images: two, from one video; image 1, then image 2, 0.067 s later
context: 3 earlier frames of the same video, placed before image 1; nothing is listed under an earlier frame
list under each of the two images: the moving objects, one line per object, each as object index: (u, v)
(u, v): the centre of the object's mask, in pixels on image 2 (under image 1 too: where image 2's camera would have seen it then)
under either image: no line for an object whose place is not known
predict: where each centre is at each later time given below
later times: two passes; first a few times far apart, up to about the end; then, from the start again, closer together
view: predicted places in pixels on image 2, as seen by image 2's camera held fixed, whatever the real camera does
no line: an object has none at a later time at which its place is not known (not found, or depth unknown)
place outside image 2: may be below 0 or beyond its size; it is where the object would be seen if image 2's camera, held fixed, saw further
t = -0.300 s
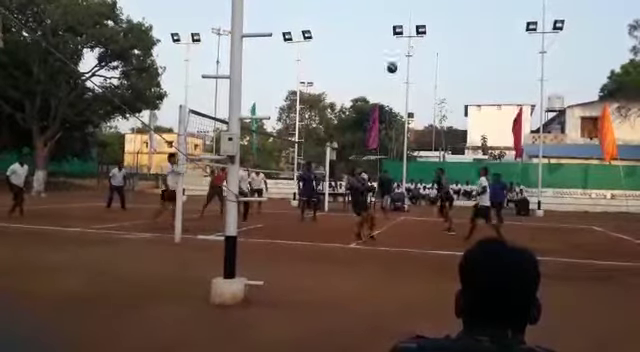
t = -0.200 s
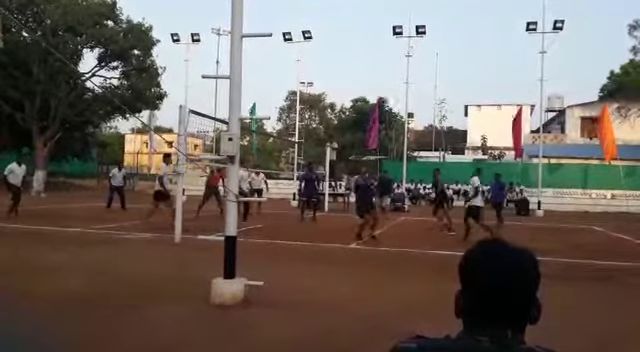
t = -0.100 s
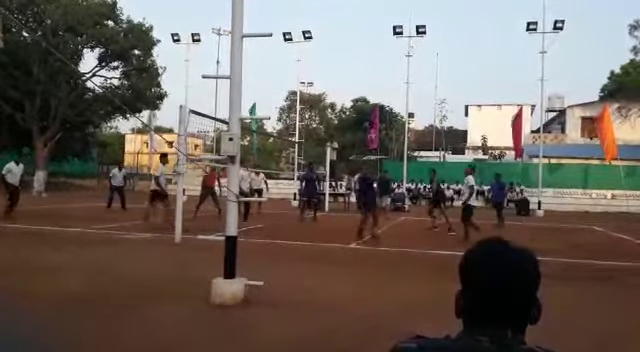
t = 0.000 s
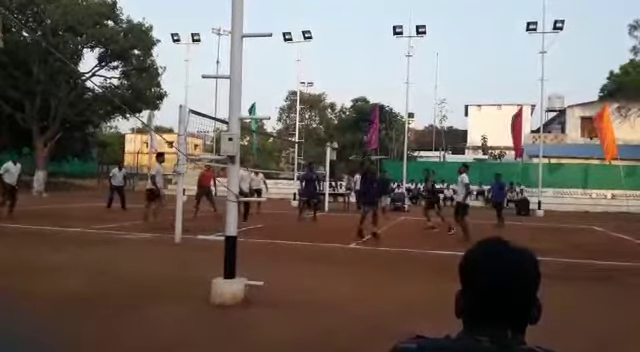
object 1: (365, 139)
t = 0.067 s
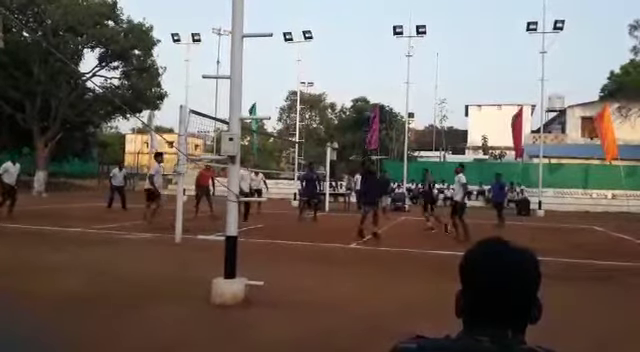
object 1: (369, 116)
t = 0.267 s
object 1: (369, 58)
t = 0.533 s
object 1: (369, 18)
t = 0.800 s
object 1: (367, 11)
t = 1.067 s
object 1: (365, 33)
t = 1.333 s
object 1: (360, 79)
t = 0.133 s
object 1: (369, 93)
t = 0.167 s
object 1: (369, 84)
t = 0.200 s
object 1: (369, 75)
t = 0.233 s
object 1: (369, 66)
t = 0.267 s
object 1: (369, 58)
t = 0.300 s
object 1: (369, 51)
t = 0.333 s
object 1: (369, 44)
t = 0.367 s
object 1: (369, 38)
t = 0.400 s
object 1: (369, 33)
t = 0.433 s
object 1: (369, 28)
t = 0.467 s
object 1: (369, 24)
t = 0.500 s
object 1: (369, 21)
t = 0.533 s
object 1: (369, 18)
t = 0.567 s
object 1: (369, 15)
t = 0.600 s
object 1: (369, 13)
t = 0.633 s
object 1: (368, 11)
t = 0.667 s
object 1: (368, 11)
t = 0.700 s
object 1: (368, 10)
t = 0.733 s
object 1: (367, 10)
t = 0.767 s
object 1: (367, 10)
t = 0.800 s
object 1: (367, 11)
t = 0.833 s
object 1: (367, 12)
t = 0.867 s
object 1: (367, 14)
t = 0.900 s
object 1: (366, 16)
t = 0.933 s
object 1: (366, 19)
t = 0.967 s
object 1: (366, 21)
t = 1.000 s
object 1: (365, 25)
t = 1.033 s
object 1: (365, 28)
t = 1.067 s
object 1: (365, 33)
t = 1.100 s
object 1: (364, 37)
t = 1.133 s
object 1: (363, 42)
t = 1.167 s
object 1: (363, 47)
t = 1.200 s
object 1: (363, 53)
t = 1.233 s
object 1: (362, 59)
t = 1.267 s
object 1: (361, 65)
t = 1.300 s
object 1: (361, 72)
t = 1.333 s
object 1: (360, 79)
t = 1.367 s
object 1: (360, 86)
